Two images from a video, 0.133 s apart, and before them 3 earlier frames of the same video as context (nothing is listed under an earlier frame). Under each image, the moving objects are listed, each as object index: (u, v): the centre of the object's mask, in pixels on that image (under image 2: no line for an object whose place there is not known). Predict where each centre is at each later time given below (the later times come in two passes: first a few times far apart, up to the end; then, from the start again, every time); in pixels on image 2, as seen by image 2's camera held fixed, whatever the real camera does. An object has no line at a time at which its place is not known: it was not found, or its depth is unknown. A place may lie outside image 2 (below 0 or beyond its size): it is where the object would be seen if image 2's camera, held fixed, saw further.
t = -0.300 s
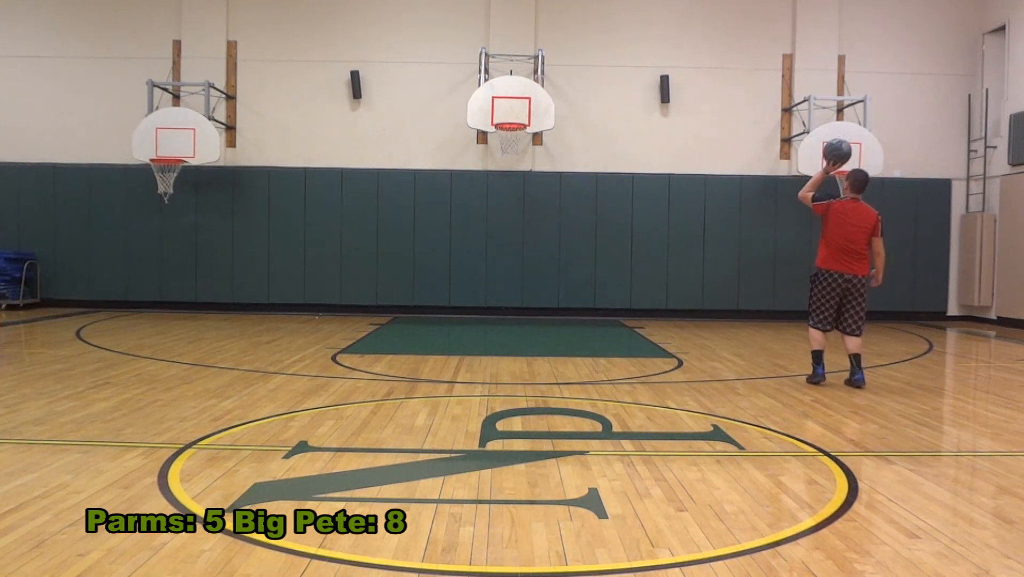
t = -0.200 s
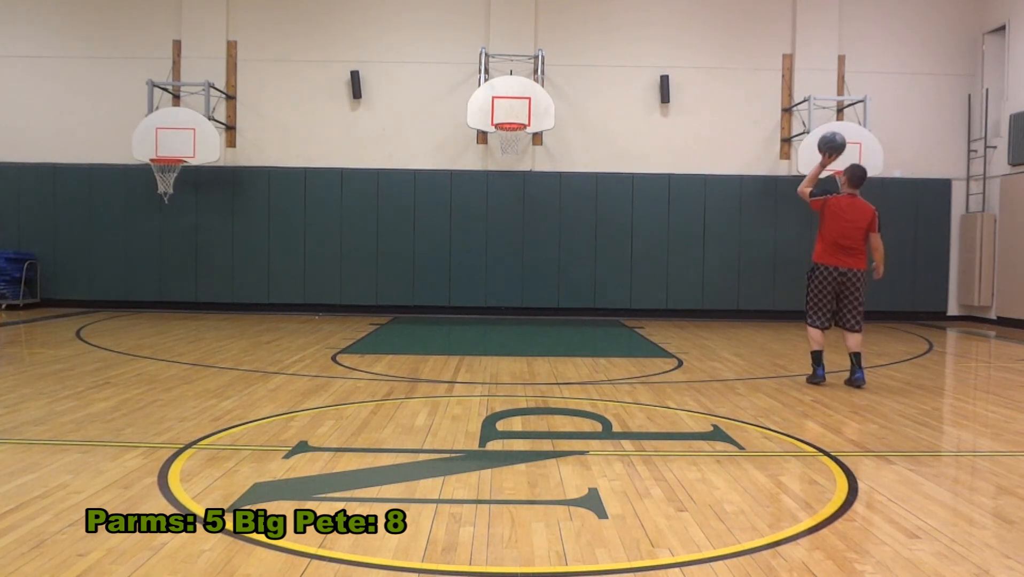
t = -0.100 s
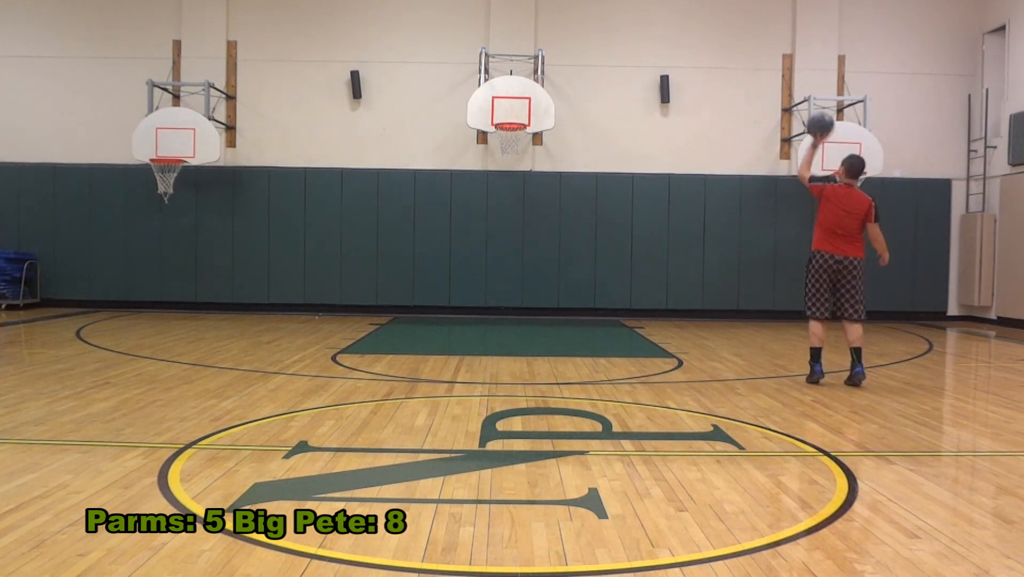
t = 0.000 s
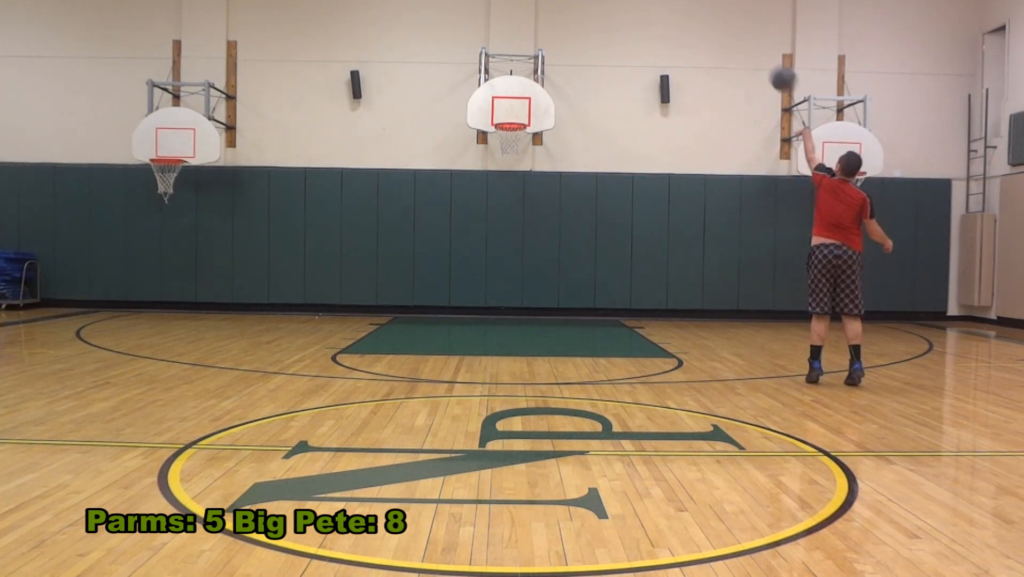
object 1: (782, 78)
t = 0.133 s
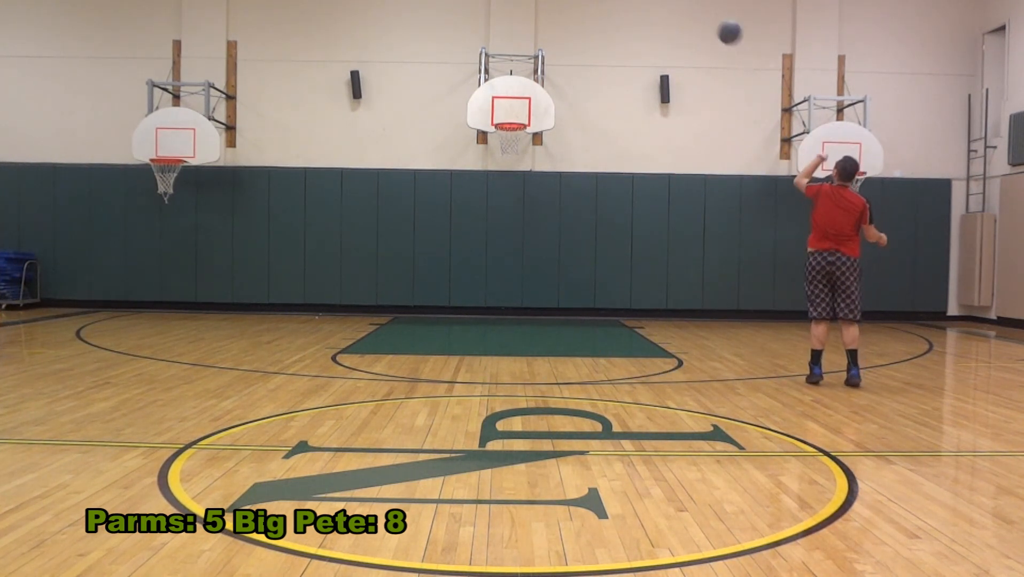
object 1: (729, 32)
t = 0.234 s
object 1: (694, 11)
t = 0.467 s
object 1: (625, 6)
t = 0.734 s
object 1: (562, 41)
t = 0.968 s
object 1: (518, 105)
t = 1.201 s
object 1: (508, 168)
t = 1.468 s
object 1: (515, 262)
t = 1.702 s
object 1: (525, 281)
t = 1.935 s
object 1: (539, 223)
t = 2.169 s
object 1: (554, 200)
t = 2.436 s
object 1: (570, 218)
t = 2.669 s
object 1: (585, 276)
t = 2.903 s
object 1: (598, 299)
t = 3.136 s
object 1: (612, 254)
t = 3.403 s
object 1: (627, 252)
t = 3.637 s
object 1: (640, 297)
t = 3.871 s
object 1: (654, 310)
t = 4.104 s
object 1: (669, 283)
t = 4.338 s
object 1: (682, 300)
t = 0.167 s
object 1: (717, 25)
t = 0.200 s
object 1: (705, 18)
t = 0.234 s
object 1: (694, 11)
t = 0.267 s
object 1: (683, 9)
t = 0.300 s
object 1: (672, 7)
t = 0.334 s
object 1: (662, 6)
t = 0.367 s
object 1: (652, 5)
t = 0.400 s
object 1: (643, 5)
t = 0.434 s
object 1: (634, 5)
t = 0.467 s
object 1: (625, 6)
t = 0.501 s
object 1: (616, 7)
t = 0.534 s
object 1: (608, 8)
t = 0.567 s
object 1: (600, 12)
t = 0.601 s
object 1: (592, 17)
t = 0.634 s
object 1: (584, 22)
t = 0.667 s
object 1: (577, 28)
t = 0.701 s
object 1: (569, 34)
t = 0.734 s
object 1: (562, 41)
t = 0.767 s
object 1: (556, 49)
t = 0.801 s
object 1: (549, 57)
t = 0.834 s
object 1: (544, 66)
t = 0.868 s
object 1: (536, 75)
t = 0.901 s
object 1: (530, 84)
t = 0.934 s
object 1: (524, 94)
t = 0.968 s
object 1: (518, 105)
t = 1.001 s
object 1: (513, 115)
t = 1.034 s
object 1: (507, 128)
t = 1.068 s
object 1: (505, 139)
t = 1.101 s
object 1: (505, 146)
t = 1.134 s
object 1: (506, 152)
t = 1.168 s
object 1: (507, 160)
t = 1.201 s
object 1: (508, 168)
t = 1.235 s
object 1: (510, 178)
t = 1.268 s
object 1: (510, 187)
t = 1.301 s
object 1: (512, 197)
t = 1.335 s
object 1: (512, 209)
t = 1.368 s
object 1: (513, 221)
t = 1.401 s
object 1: (514, 233)
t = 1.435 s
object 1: (515, 246)
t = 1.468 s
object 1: (515, 262)
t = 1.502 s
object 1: (516, 275)
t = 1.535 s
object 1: (518, 290)
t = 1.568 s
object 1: (518, 307)
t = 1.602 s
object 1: (519, 316)
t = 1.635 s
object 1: (521, 301)
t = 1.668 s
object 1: (523, 291)
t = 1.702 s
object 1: (525, 281)
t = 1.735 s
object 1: (527, 270)
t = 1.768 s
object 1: (529, 261)
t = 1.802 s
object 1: (531, 252)
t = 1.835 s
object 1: (533, 244)
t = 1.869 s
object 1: (535, 236)
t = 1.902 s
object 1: (537, 230)
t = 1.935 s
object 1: (539, 223)
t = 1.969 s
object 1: (542, 218)
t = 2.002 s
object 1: (544, 213)
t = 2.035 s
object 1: (546, 209)
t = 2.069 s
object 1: (548, 206)
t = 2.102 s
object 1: (550, 203)
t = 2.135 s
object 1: (552, 201)
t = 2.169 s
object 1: (554, 200)
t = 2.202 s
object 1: (556, 199)
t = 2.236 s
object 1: (558, 199)
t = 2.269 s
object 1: (560, 201)
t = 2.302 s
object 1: (562, 203)
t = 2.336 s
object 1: (564, 206)
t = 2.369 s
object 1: (566, 209)
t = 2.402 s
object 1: (568, 213)
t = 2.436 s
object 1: (570, 218)
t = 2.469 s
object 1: (572, 224)
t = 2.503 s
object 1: (575, 230)
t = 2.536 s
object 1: (577, 238)
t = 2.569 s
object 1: (579, 246)
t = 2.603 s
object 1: (581, 255)
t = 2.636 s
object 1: (583, 266)
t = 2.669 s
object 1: (585, 276)
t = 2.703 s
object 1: (587, 288)
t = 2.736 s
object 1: (589, 300)
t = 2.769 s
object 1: (590, 314)
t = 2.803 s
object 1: (593, 328)
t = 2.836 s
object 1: (595, 318)
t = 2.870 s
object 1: (596, 308)
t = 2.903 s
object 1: (598, 299)
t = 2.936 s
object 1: (600, 290)
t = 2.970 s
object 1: (602, 282)
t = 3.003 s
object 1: (604, 275)
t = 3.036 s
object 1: (606, 268)
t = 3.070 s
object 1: (608, 263)
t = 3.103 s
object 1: (610, 258)
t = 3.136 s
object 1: (612, 254)
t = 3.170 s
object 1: (614, 251)
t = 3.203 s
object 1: (616, 249)
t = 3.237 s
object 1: (617, 247)
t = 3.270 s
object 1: (620, 246)
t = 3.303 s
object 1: (622, 247)
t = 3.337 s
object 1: (624, 247)
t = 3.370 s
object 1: (625, 249)
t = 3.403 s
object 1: (627, 252)
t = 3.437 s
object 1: (629, 256)
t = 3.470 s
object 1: (631, 260)
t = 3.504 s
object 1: (632, 266)
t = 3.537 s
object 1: (635, 272)
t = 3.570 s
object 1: (636, 280)
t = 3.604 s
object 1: (638, 288)
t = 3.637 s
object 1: (640, 297)
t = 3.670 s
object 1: (642, 307)
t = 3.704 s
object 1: (643, 317)
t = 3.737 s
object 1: (646, 330)
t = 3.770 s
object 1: (647, 334)
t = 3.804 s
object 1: (649, 325)
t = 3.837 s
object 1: (651, 317)
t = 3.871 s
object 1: (654, 310)
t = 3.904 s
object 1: (657, 304)
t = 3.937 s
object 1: (659, 298)
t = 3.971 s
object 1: (661, 294)
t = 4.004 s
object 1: (663, 289)
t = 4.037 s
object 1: (664, 286)
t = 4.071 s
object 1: (666, 284)
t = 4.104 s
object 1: (669, 283)
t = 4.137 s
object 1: (670, 282)
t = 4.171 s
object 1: (673, 283)
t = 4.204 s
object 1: (675, 285)
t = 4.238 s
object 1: (676, 287)
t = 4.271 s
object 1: (679, 291)
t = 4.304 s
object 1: (681, 295)
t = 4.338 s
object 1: (682, 300)
